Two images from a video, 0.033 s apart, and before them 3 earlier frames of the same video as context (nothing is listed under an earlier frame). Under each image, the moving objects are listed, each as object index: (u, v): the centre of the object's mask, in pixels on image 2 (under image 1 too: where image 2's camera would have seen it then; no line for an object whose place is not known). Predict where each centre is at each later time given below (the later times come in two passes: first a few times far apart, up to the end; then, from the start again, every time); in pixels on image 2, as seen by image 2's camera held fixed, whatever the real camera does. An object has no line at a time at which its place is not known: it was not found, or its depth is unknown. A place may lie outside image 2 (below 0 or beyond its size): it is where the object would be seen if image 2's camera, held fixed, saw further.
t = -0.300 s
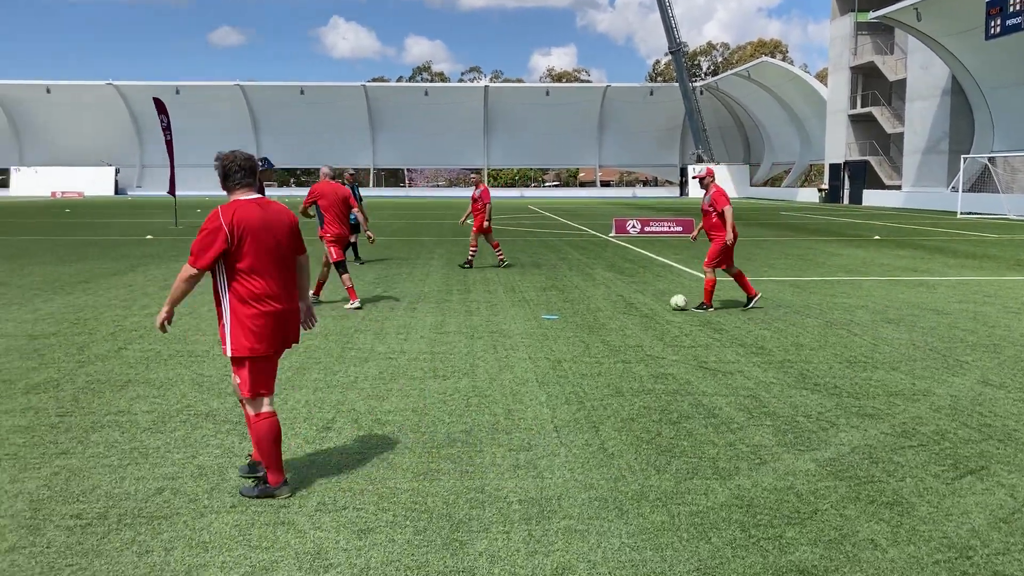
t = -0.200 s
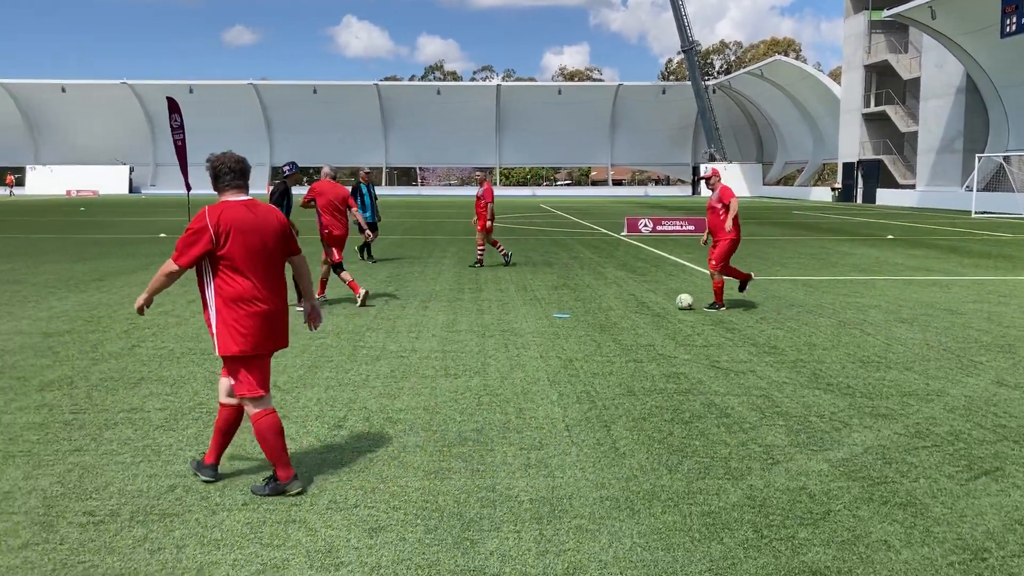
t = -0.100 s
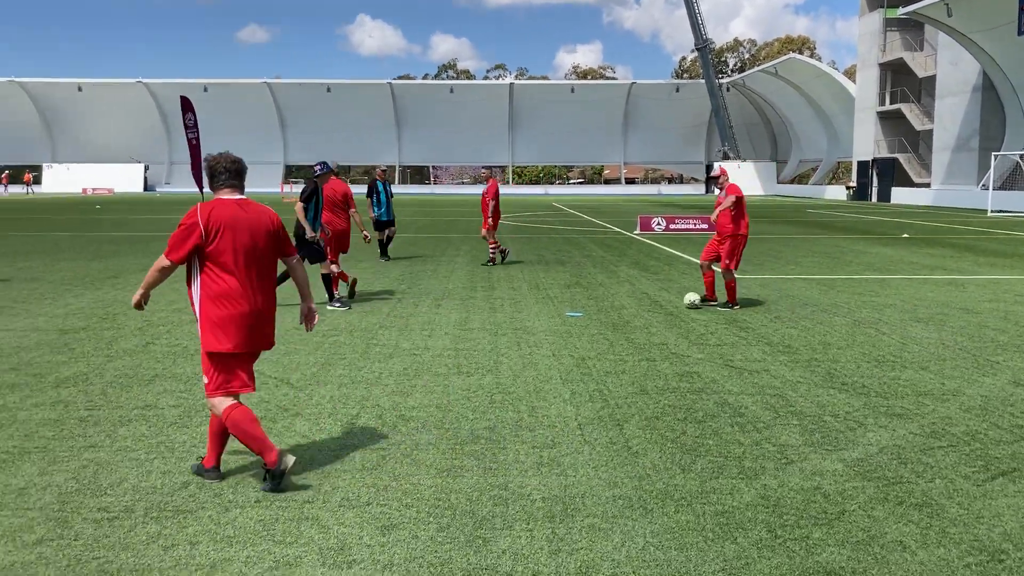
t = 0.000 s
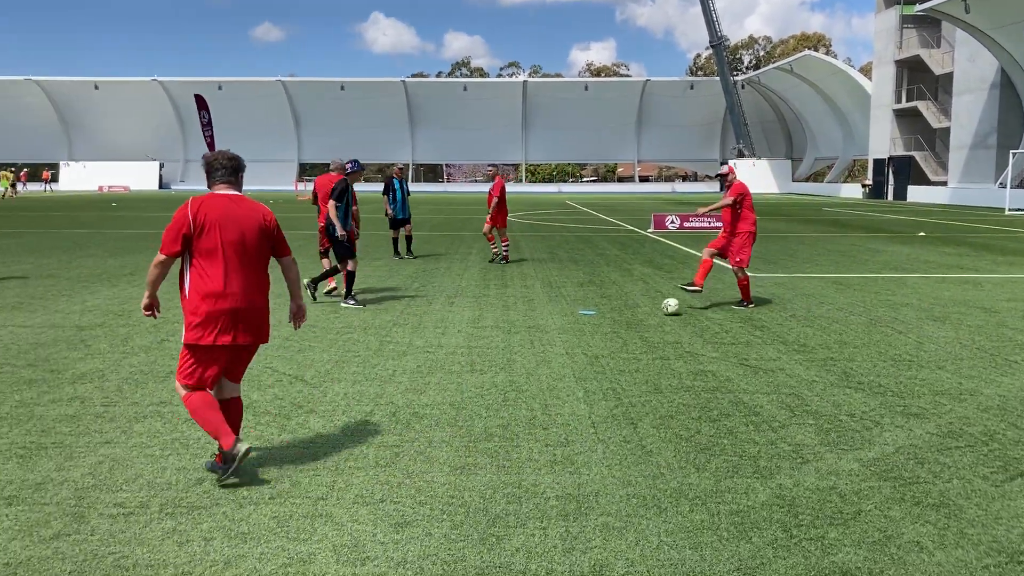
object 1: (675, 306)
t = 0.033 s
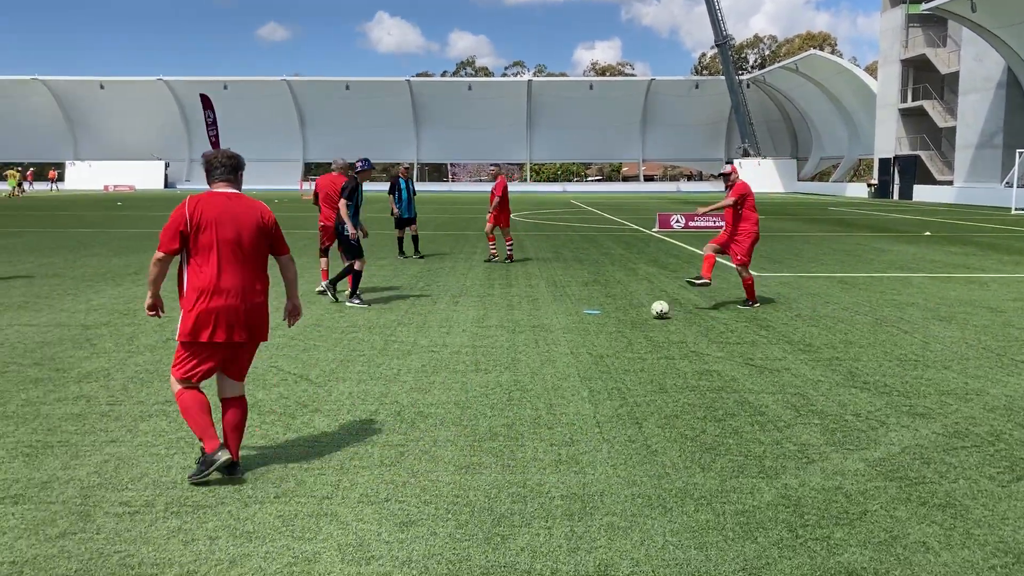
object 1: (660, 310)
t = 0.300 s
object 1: (514, 345)
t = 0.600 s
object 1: (305, 396)
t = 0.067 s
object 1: (643, 314)
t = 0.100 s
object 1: (627, 318)
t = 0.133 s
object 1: (609, 321)
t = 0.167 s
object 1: (592, 326)
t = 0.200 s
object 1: (573, 331)
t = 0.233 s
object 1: (555, 335)
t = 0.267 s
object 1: (535, 340)
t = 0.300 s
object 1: (514, 345)
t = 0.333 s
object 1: (494, 349)
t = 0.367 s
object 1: (473, 354)
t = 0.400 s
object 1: (450, 361)
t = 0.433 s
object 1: (429, 365)
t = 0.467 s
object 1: (406, 369)
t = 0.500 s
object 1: (382, 376)
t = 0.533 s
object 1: (357, 384)
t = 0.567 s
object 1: (331, 389)
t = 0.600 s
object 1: (305, 396)
